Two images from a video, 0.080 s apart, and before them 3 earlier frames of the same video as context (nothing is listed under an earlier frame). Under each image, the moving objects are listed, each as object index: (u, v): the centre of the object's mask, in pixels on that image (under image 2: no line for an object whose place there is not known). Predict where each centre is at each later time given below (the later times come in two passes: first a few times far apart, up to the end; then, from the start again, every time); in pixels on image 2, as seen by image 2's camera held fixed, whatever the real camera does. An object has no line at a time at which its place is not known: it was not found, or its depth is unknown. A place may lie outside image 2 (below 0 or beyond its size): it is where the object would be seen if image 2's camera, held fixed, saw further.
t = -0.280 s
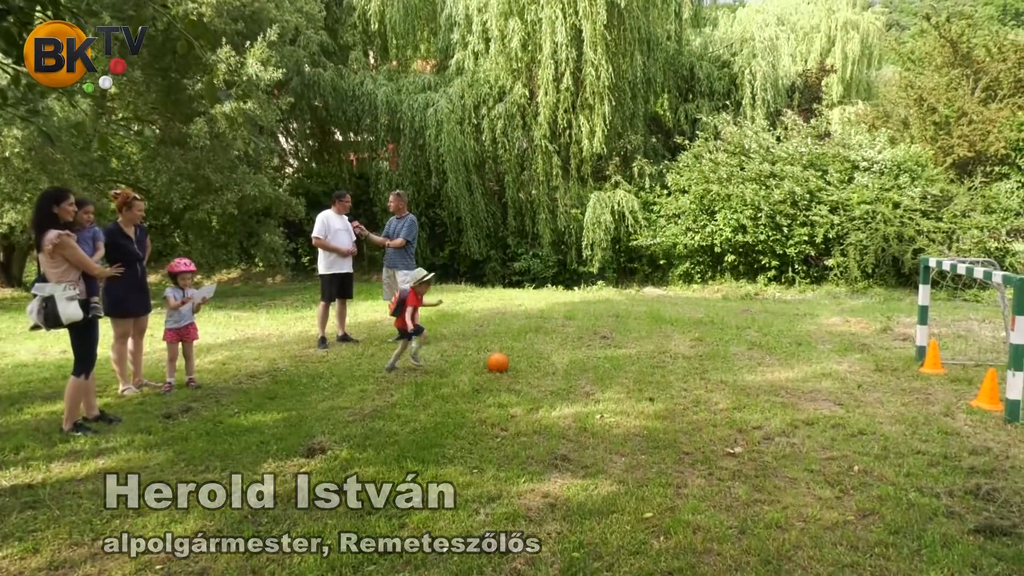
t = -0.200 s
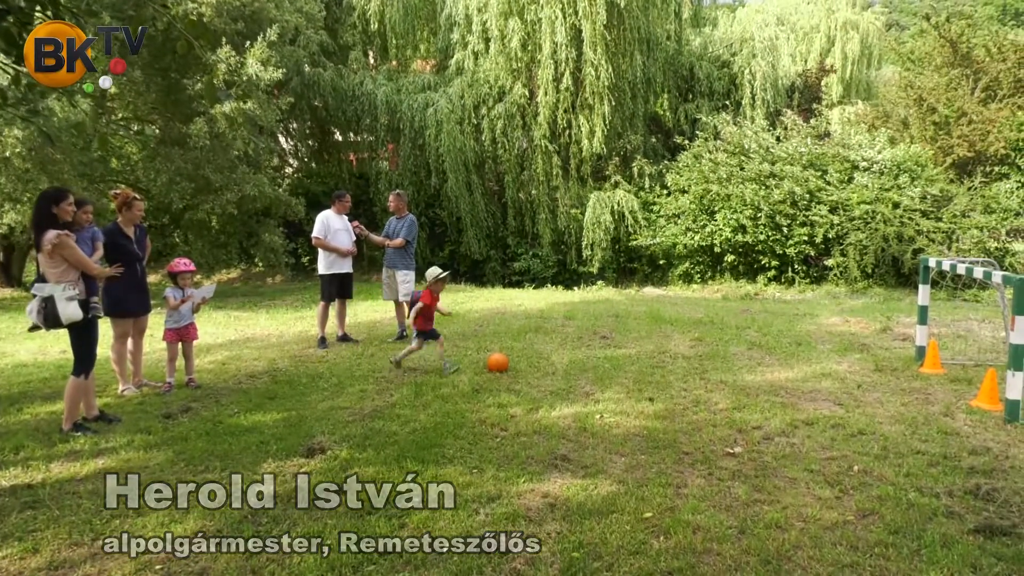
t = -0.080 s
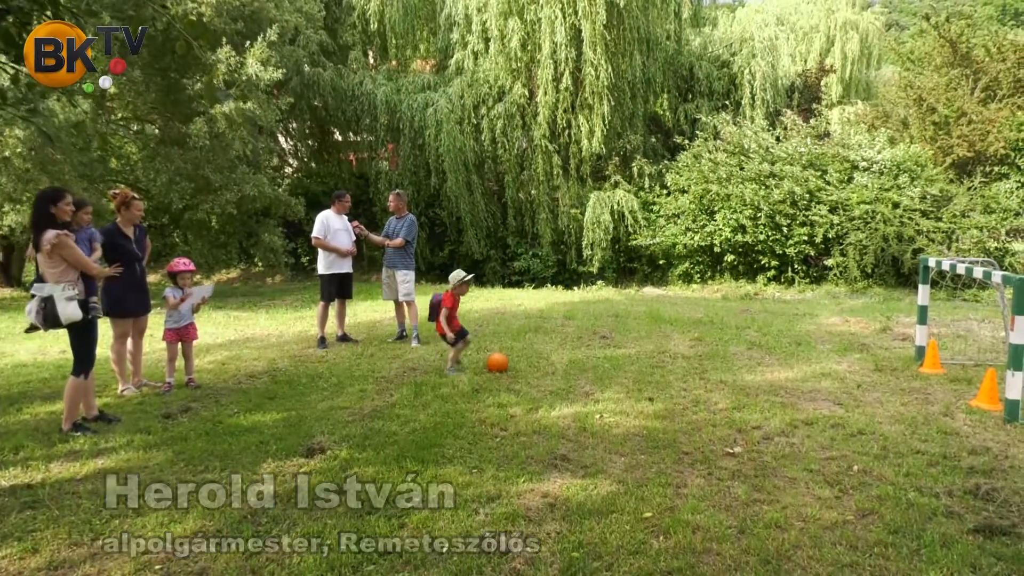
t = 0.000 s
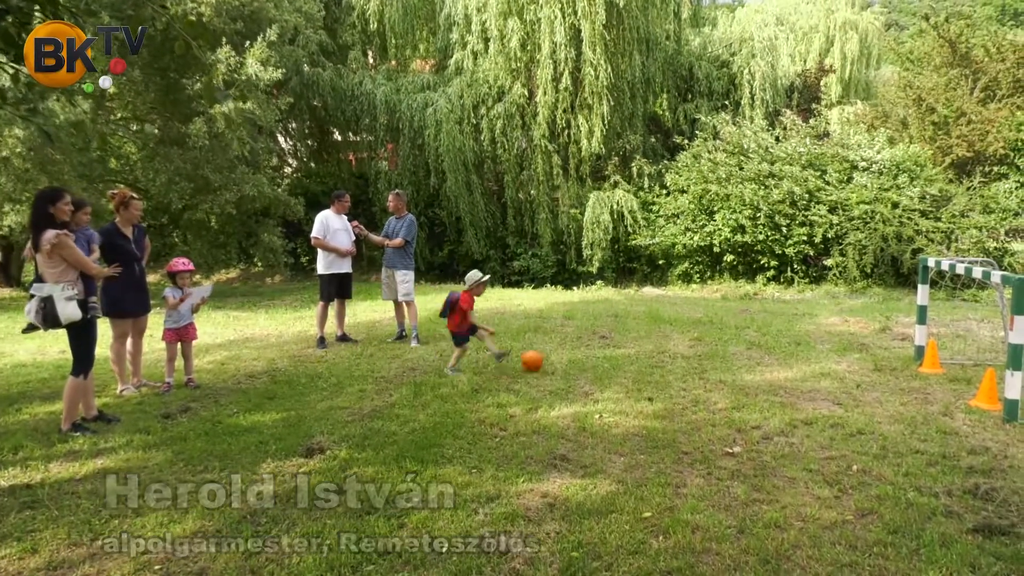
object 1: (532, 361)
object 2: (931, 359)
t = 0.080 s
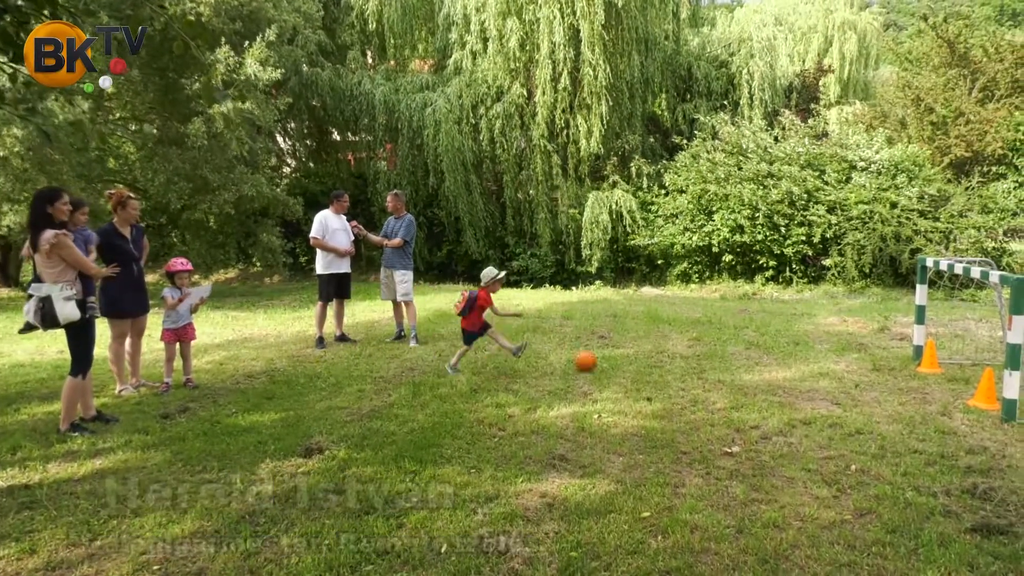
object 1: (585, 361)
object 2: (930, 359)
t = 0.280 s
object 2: (930, 360)
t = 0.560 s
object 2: (930, 359)
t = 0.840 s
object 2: (938, 354)
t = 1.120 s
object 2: (960, 351)
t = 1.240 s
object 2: (964, 355)
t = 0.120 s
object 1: (612, 362)
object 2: (930, 359)
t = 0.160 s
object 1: (637, 363)
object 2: (930, 359)
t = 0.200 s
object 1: (659, 361)
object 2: (930, 359)
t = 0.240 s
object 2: (930, 359)
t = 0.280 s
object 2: (930, 360)
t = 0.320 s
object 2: (930, 359)
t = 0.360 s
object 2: (930, 359)
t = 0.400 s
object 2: (930, 359)
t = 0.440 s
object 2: (930, 359)
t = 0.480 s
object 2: (930, 359)
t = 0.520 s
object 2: (930, 359)
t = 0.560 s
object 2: (930, 359)
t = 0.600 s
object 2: (930, 359)
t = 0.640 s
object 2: (930, 359)
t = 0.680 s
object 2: (930, 360)
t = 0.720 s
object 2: (930, 359)
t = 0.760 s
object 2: (930, 359)
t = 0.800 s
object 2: (933, 359)
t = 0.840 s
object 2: (938, 354)
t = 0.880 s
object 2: (941, 352)
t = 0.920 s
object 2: (944, 351)
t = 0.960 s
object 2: (946, 350)
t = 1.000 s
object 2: (950, 350)
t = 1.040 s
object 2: (957, 353)
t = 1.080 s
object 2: (959, 352)
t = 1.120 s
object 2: (960, 351)
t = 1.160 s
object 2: (962, 352)
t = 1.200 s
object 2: (964, 353)
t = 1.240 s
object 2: (964, 355)
